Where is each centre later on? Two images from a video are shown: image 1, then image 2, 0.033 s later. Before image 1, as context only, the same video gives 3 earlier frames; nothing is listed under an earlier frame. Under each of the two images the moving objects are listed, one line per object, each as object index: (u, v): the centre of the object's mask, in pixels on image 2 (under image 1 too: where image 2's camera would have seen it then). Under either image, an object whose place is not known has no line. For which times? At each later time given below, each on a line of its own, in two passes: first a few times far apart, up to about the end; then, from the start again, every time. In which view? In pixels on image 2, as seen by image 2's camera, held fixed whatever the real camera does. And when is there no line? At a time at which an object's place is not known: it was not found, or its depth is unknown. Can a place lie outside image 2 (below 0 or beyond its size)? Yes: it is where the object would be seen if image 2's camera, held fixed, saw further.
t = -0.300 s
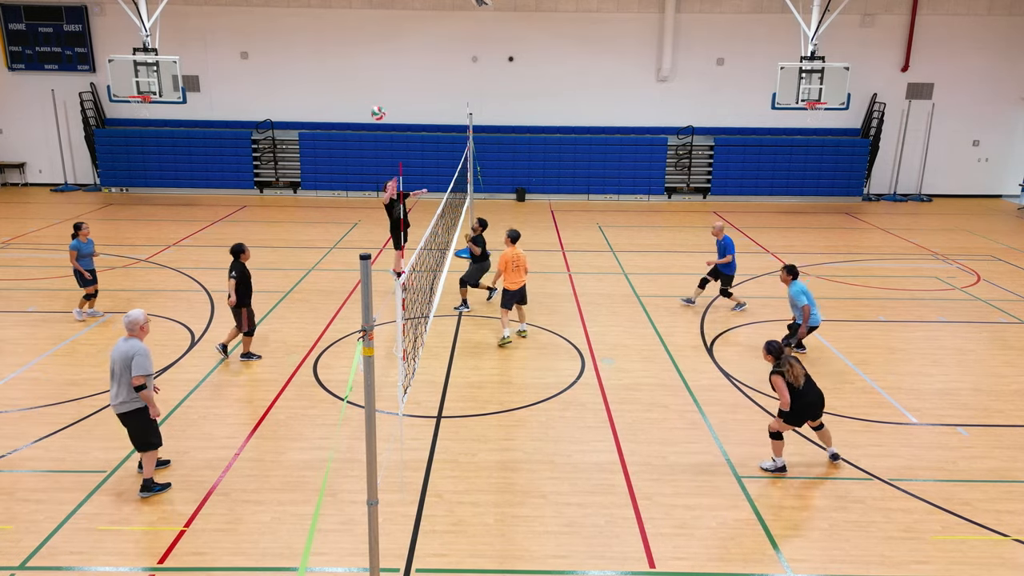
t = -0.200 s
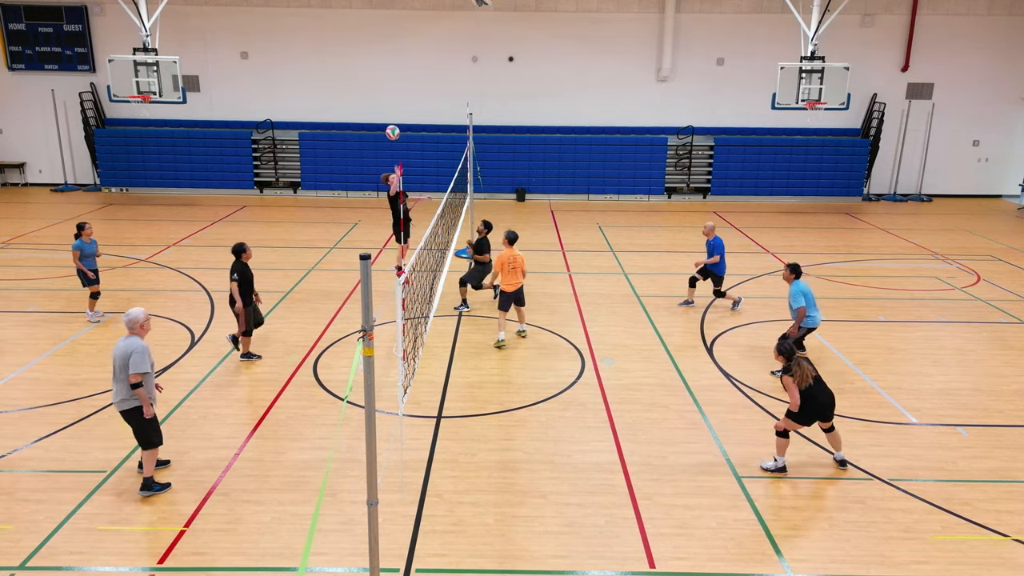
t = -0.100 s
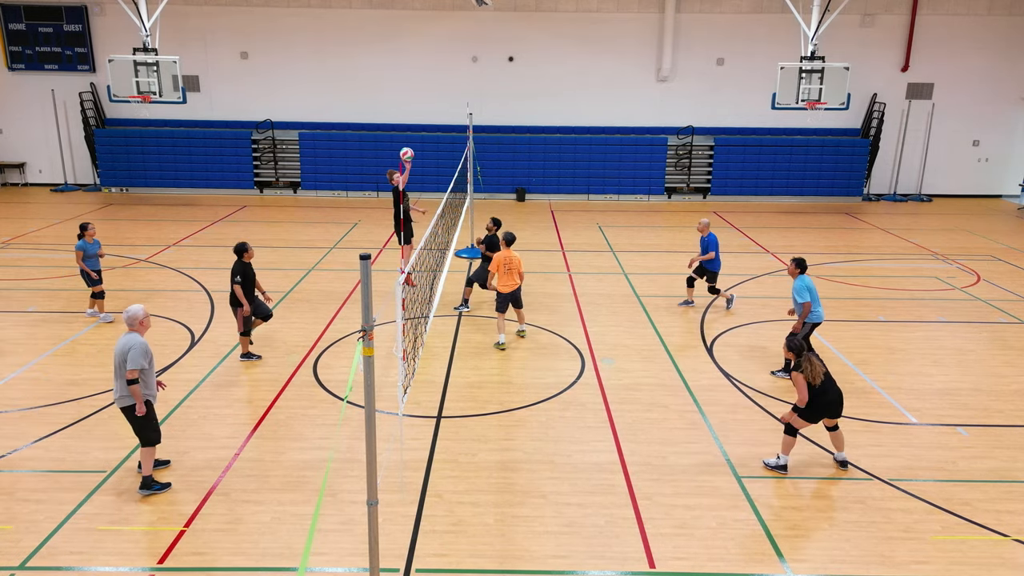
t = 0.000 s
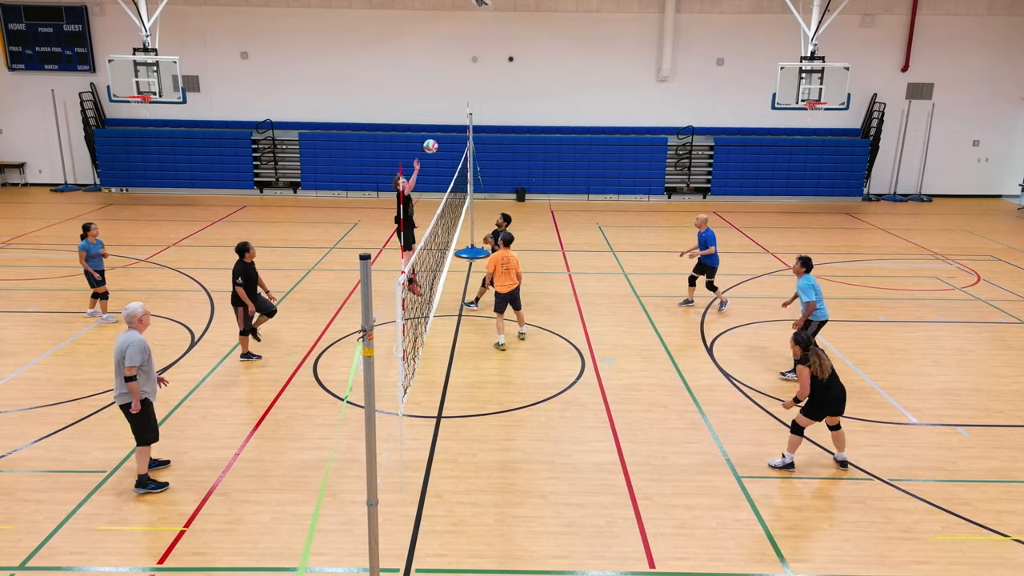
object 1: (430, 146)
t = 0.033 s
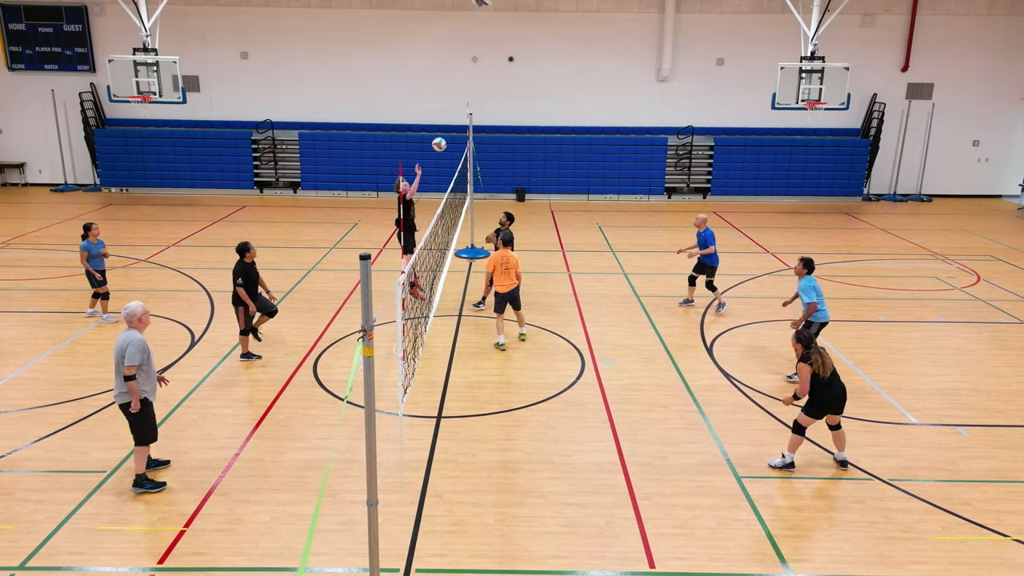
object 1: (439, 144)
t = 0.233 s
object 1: (491, 149)
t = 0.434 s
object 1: (545, 181)
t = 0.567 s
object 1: (580, 218)
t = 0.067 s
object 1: (447, 143)
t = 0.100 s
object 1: (456, 143)
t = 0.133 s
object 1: (465, 143)
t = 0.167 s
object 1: (473, 145)
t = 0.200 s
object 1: (482, 146)
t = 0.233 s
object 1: (491, 149)
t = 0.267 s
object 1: (500, 153)
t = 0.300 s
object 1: (509, 157)
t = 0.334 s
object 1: (518, 161)
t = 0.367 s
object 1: (527, 167)
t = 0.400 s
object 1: (536, 174)
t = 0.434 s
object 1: (545, 181)
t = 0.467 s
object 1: (554, 189)
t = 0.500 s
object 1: (563, 198)
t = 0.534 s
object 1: (572, 208)
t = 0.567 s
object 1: (580, 218)
